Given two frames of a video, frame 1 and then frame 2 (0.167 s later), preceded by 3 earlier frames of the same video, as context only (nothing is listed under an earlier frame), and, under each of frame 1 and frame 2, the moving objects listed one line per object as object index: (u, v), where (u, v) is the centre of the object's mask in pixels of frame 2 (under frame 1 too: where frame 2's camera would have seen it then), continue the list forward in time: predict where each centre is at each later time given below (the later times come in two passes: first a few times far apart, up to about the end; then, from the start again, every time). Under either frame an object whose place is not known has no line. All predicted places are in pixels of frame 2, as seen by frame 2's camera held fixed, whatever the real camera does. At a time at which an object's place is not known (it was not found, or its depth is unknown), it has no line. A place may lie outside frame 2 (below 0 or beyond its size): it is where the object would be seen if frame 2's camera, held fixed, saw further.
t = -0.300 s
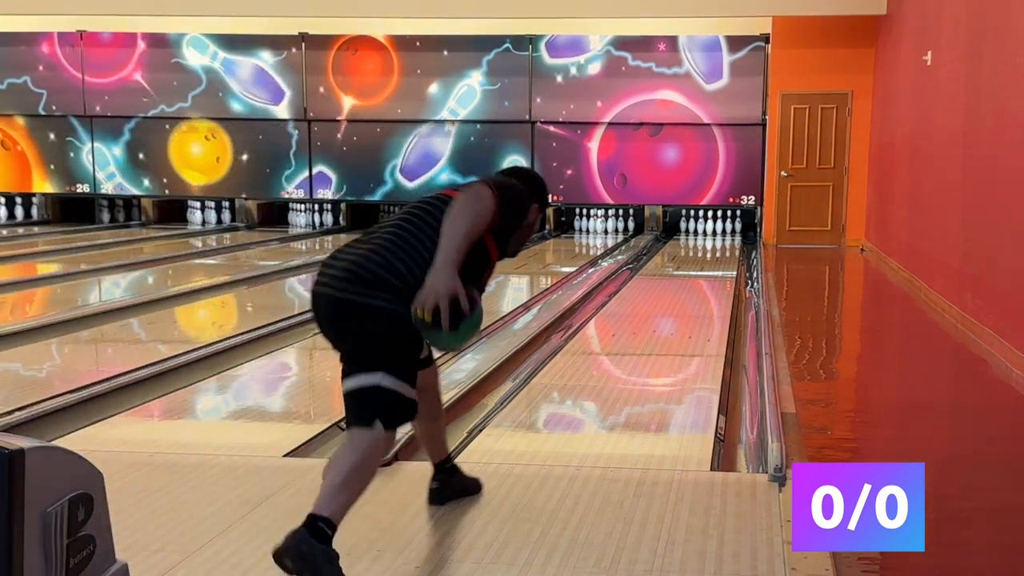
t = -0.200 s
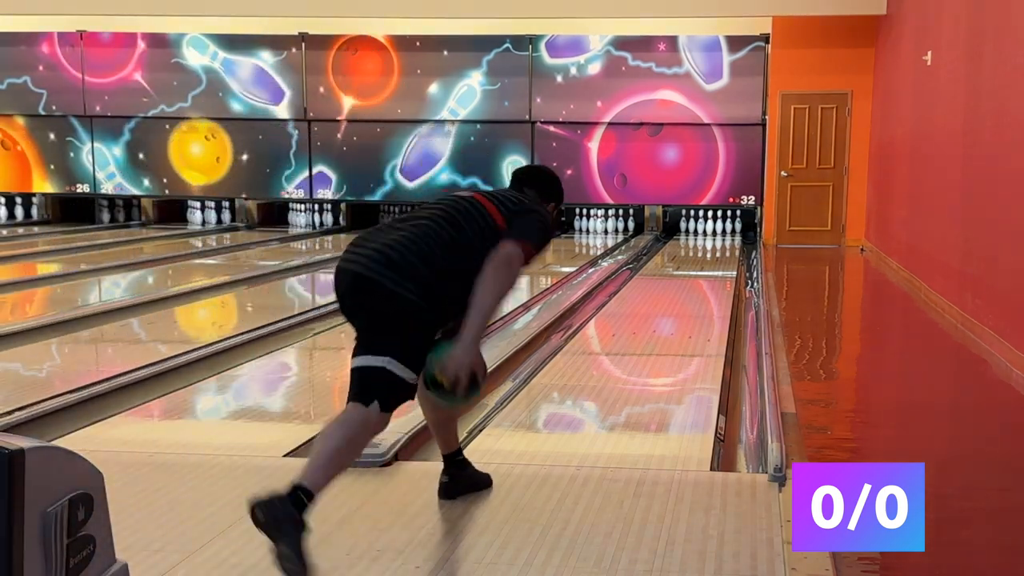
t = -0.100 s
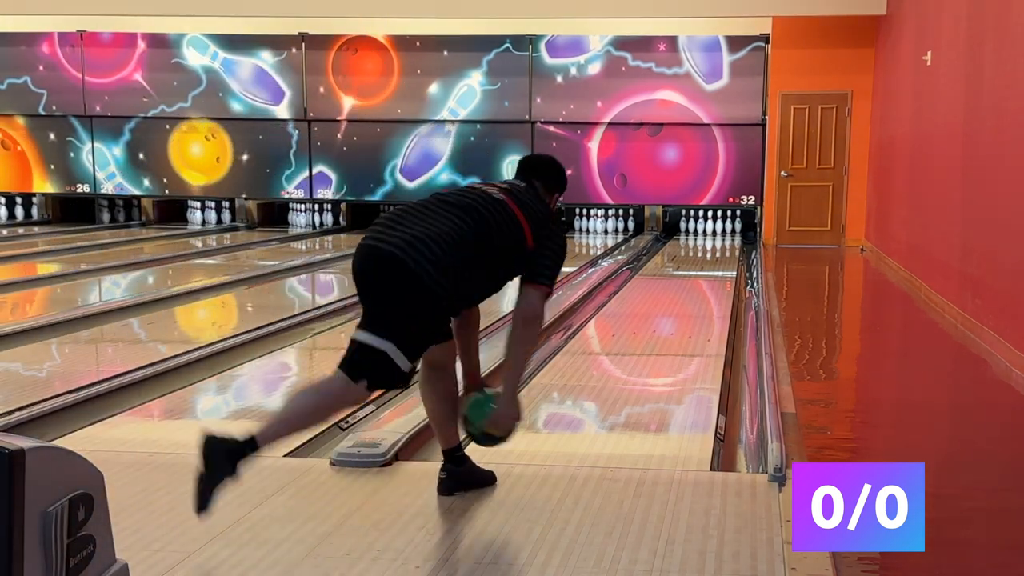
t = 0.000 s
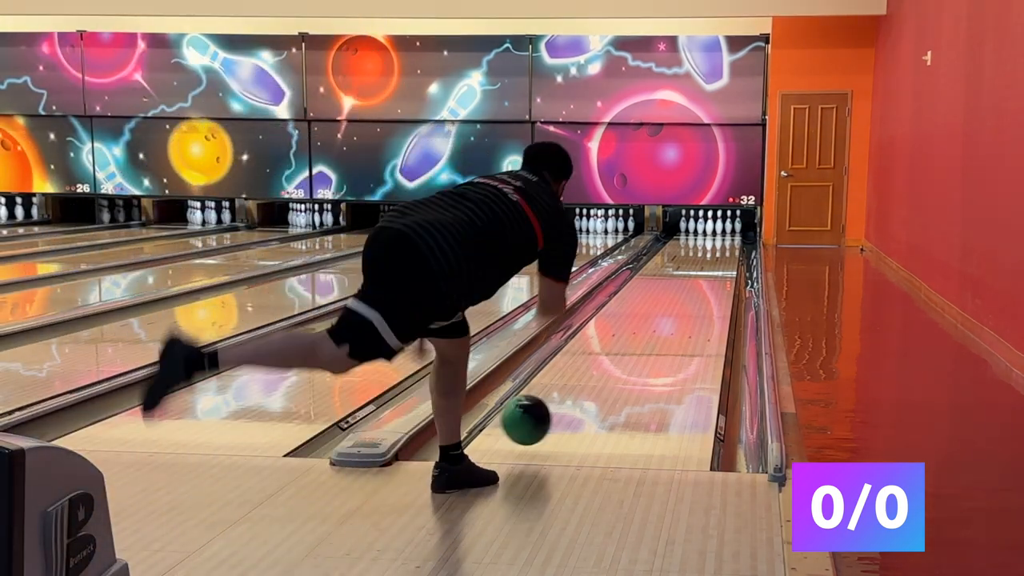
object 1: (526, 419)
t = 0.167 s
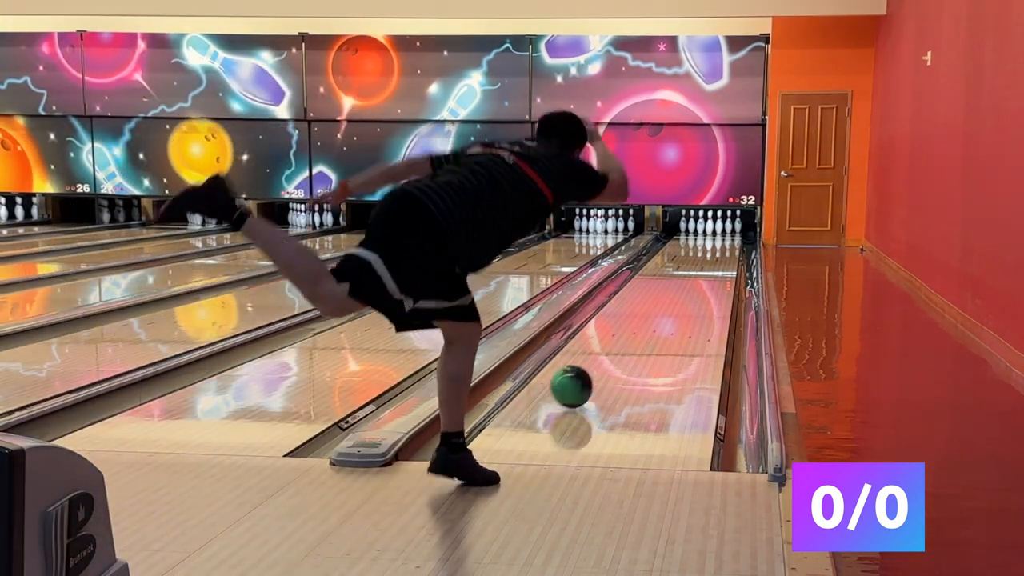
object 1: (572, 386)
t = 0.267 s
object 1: (592, 368)
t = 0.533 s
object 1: (633, 328)
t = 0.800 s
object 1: (660, 301)
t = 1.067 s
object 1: (679, 282)
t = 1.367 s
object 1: (695, 266)
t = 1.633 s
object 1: (705, 254)
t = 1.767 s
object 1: (709, 250)
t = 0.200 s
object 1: (579, 380)
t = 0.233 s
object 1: (586, 373)
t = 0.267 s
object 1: (592, 368)
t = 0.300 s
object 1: (598, 362)
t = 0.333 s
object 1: (604, 356)
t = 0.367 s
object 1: (610, 351)
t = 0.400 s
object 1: (615, 346)
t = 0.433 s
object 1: (619, 341)
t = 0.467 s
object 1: (625, 337)
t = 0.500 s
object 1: (629, 332)
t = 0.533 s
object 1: (633, 328)
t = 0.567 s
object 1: (637, 324)
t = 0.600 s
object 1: (641, 320)
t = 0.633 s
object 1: (644, 317)
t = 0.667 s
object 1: (648, 314)
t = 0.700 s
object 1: (651, 310)
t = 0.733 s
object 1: (654, 307)
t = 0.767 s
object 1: (657, 304)
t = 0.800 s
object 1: (660, 301)
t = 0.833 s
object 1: (663, 299)
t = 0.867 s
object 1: (665, 296)
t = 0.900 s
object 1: (668, 293)
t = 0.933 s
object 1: (671, 291)
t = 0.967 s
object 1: (673, 289)
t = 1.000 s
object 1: (675, 286)
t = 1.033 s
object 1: (677, 284)
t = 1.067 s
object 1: (679, 282)
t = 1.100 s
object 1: (681, 280)
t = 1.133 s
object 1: (683, 278)
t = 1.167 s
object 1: (685, 276)
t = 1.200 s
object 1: (687, 274)
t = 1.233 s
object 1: (688, 273)
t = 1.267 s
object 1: (690, 271)
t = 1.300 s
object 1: (692, 269)
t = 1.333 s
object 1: (693, 267)
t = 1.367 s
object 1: (695, 266)
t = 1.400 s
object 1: (696, 264)
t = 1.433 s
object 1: (698, 263)
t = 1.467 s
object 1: (699, 261)
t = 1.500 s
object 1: (700, 260)
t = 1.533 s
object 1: (701, 259)
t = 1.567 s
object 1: (703, 257)
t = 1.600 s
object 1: (704, 256)
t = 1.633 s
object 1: (705, 254)
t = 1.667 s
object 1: (706, 253)
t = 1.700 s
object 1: (707, 252)
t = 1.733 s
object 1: (707, 251)
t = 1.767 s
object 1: (709, 250)
